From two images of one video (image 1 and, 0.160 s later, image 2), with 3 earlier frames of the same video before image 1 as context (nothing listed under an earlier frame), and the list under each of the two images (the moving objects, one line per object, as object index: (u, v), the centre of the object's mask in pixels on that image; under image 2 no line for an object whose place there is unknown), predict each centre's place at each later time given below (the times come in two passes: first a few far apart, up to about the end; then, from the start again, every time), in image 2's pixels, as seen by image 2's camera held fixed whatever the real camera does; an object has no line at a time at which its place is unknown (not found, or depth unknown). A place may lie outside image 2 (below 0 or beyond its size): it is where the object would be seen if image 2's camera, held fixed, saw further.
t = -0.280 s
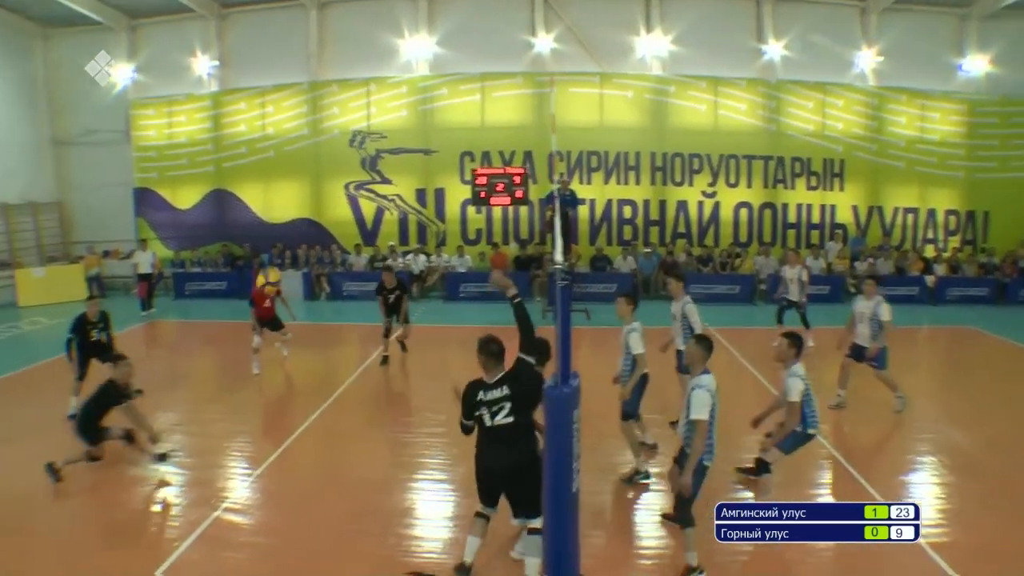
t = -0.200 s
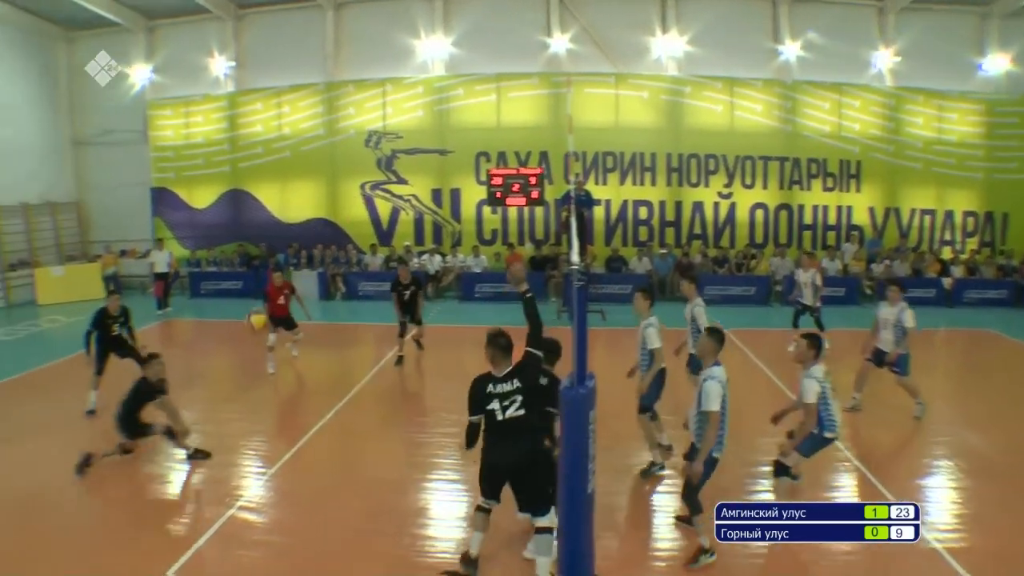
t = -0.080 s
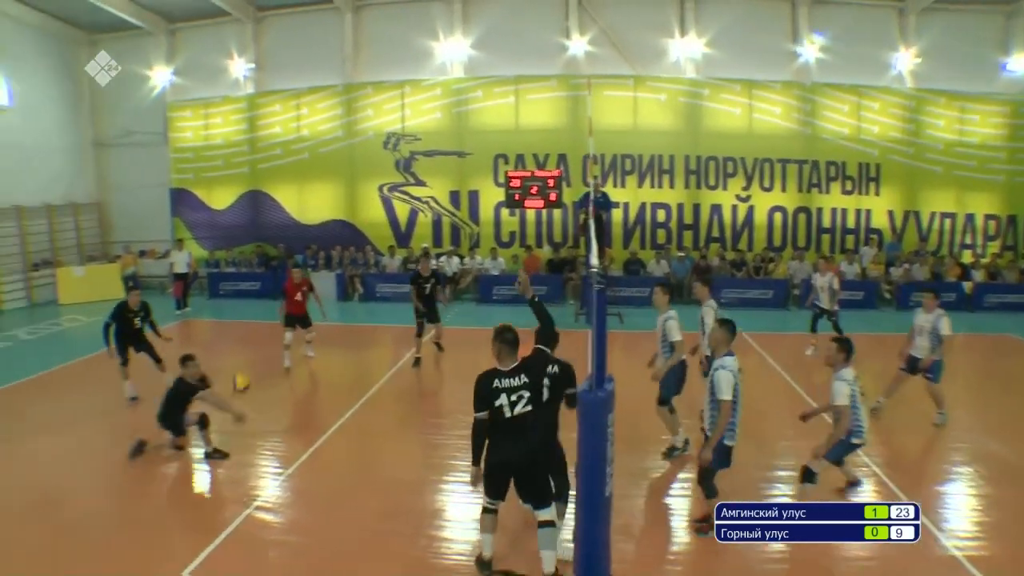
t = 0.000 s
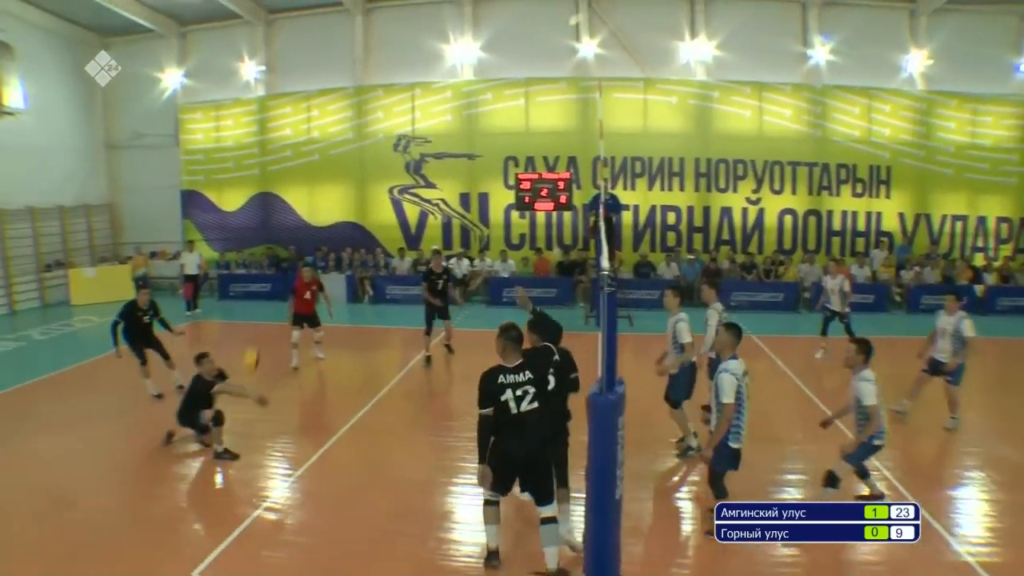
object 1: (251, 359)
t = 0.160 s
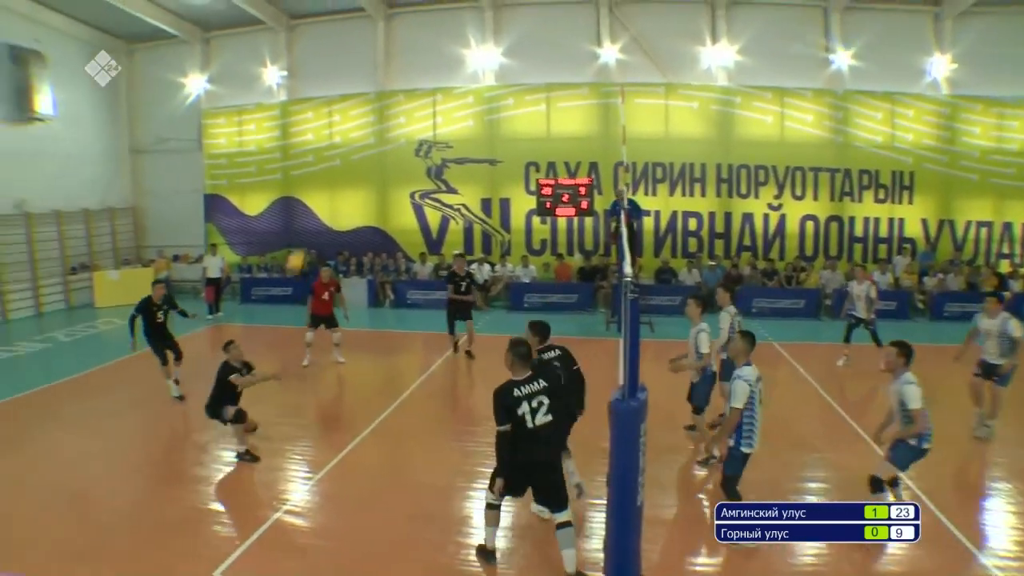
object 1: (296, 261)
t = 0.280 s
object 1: (323, 198)
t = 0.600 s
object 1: (392, 95)
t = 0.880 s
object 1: (457, 89)
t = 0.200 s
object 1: (305, 238)
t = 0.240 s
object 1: (313, 217)
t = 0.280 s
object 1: (323, 198)
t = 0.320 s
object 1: (331, 182)
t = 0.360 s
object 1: (338, 163)
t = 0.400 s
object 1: (350, 149)
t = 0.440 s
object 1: (358, 134)
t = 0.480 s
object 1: (366, 122)
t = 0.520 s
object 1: (374, 109)
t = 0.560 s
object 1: (383, 101)
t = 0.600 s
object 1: (392, 95)
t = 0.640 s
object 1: (401, 89)
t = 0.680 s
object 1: (410, 84)
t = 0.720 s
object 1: (419, 82)
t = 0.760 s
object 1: (429, 82)
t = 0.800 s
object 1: (437, 82)
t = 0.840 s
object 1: (447, 84)
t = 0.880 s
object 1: (457, 89)
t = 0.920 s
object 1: (467, 96)
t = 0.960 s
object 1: (476, 105)
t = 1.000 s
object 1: (487, 115)
